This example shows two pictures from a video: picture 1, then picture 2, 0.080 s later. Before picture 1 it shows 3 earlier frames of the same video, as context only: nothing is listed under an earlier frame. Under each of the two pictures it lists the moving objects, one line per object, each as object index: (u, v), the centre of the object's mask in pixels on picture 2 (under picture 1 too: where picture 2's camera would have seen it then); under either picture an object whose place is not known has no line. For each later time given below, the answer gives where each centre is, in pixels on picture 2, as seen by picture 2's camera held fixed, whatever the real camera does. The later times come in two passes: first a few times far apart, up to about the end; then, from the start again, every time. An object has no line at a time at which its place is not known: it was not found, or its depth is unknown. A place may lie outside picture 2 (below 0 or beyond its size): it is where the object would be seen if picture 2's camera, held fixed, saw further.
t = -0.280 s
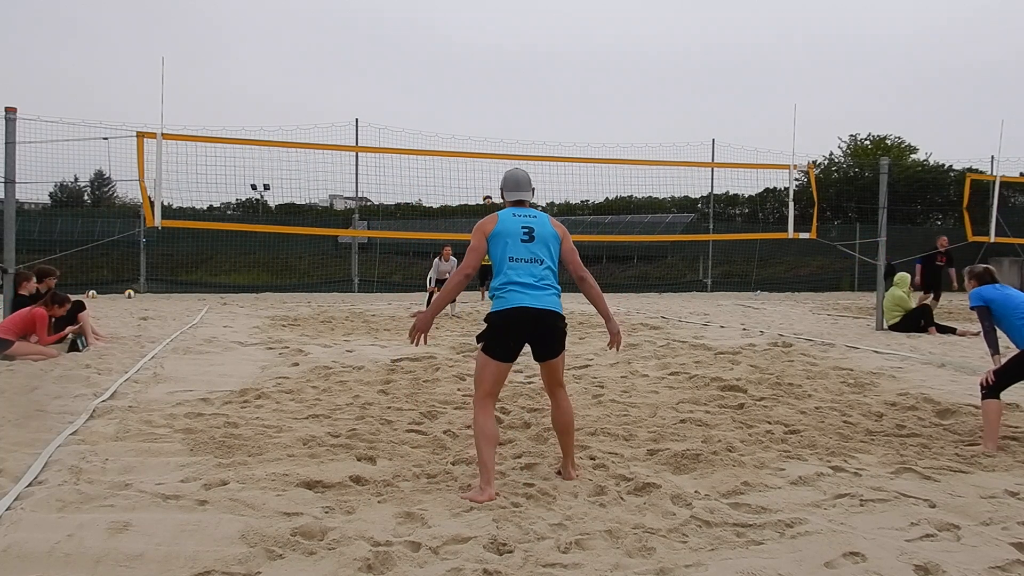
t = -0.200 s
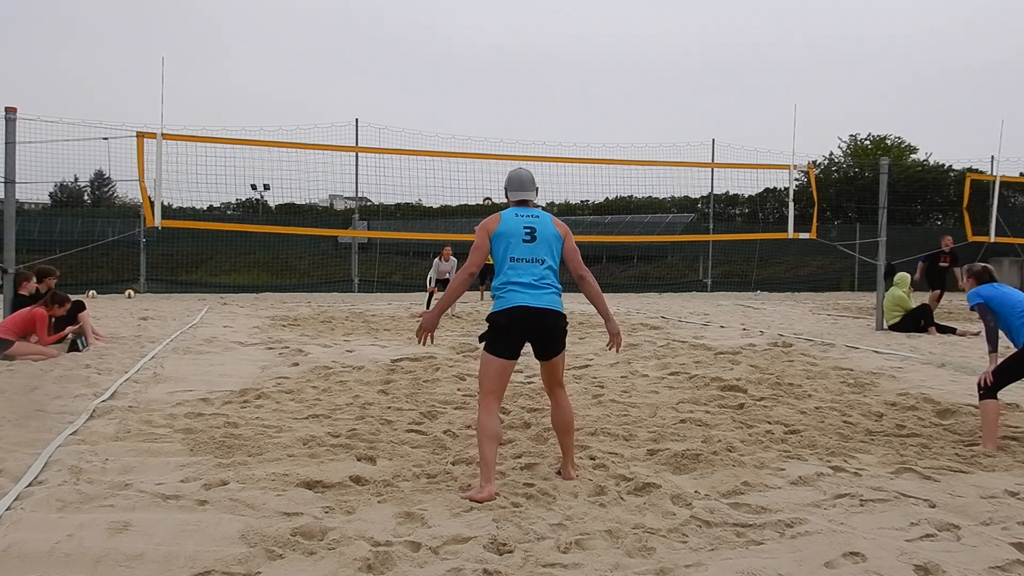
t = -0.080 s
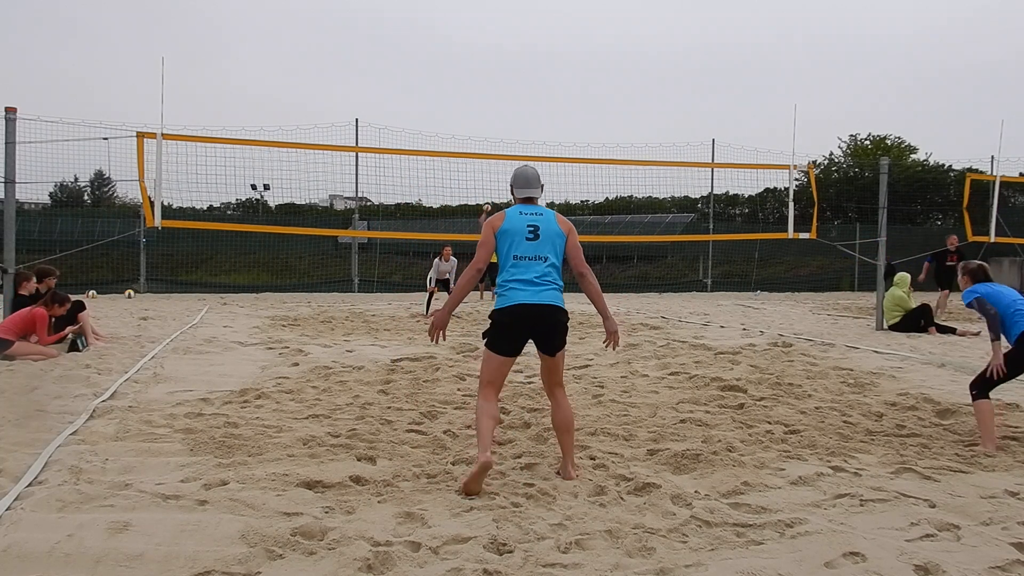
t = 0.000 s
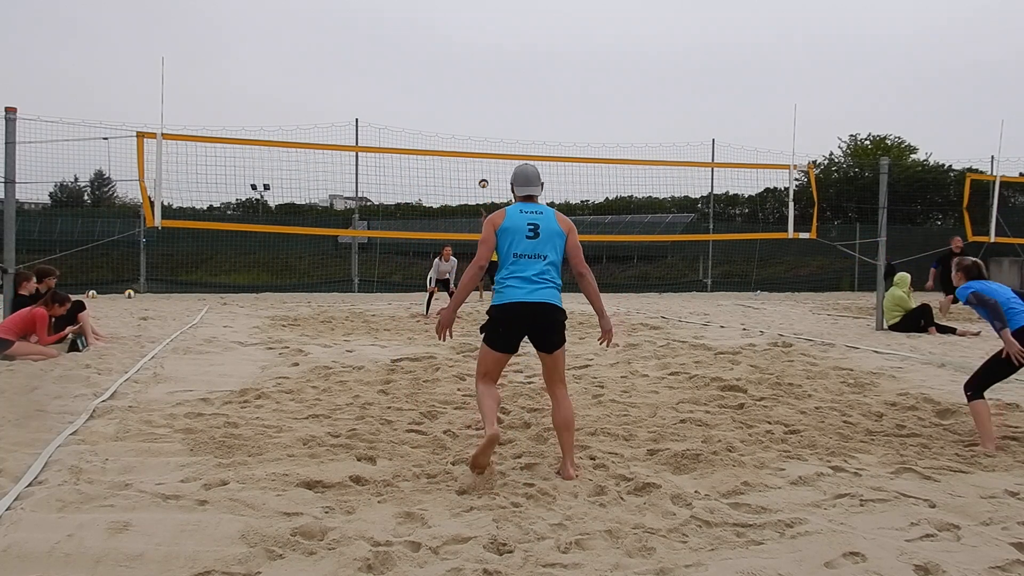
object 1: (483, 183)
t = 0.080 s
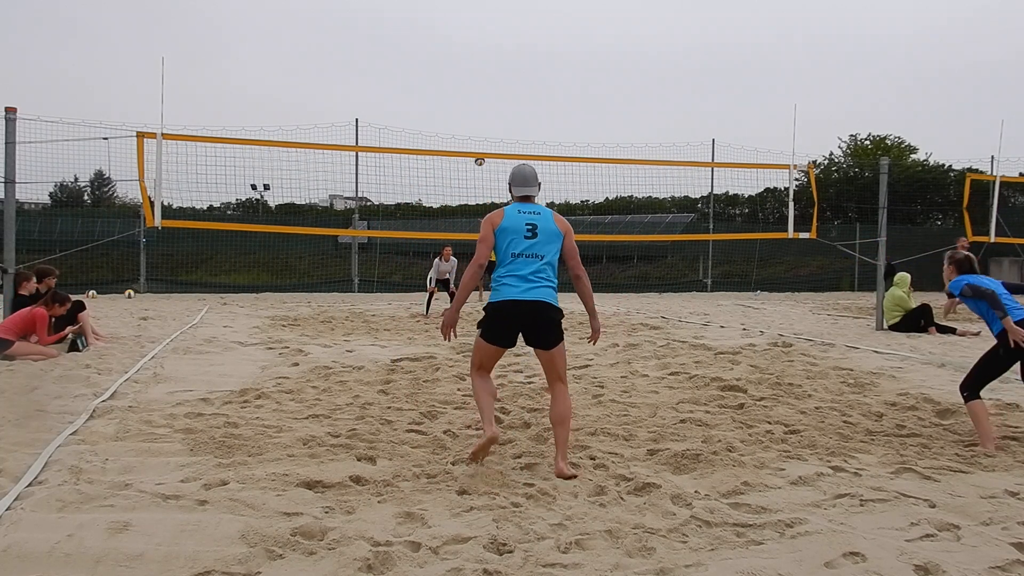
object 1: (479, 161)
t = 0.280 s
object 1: (467, 110)
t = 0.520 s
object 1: (443, 68)
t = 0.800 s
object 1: (403, 62)
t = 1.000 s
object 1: (365, 105)
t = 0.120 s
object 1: (477, 149)
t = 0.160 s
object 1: (475, 139)
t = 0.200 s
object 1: (472, 129)
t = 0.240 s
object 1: (470, 119)
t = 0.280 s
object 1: (467, 110)
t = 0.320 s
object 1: (463, 101)
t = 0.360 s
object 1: (460, 93)
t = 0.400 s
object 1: (456, 86)
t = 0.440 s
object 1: (452, 79)
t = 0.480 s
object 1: (447, 73)
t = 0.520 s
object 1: (443, 68)
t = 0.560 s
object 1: (438, 64)
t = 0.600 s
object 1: (433, 60)
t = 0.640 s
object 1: (428, 58)
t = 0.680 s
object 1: (422, 57)
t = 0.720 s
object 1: (416, 57)
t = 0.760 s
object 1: (410, 59)
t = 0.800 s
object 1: (403, 62)
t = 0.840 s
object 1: (396, 67)
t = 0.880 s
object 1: (390, 73)
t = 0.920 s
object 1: (382, 82)
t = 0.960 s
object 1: (374, 93)
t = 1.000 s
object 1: (365, 105)
